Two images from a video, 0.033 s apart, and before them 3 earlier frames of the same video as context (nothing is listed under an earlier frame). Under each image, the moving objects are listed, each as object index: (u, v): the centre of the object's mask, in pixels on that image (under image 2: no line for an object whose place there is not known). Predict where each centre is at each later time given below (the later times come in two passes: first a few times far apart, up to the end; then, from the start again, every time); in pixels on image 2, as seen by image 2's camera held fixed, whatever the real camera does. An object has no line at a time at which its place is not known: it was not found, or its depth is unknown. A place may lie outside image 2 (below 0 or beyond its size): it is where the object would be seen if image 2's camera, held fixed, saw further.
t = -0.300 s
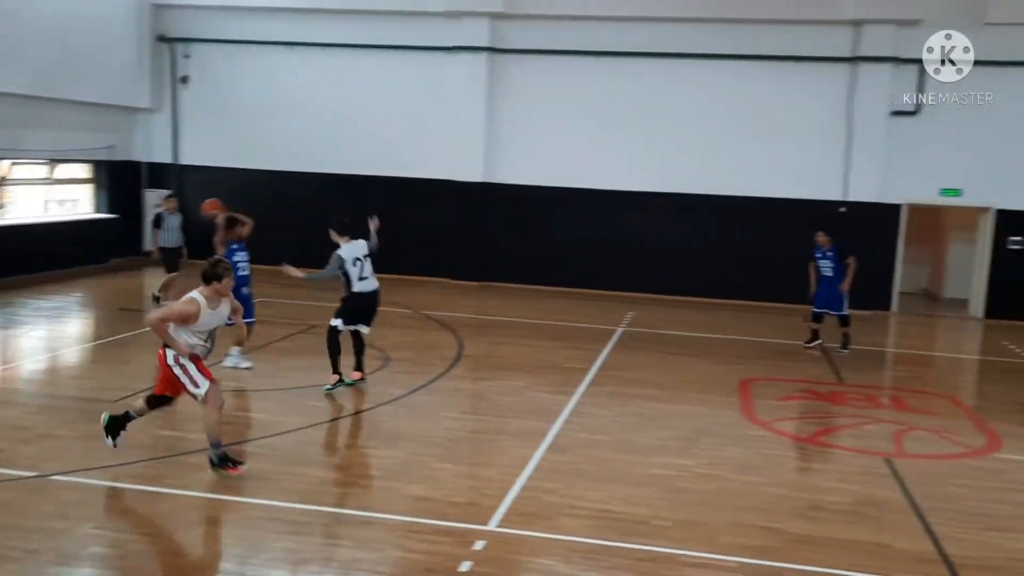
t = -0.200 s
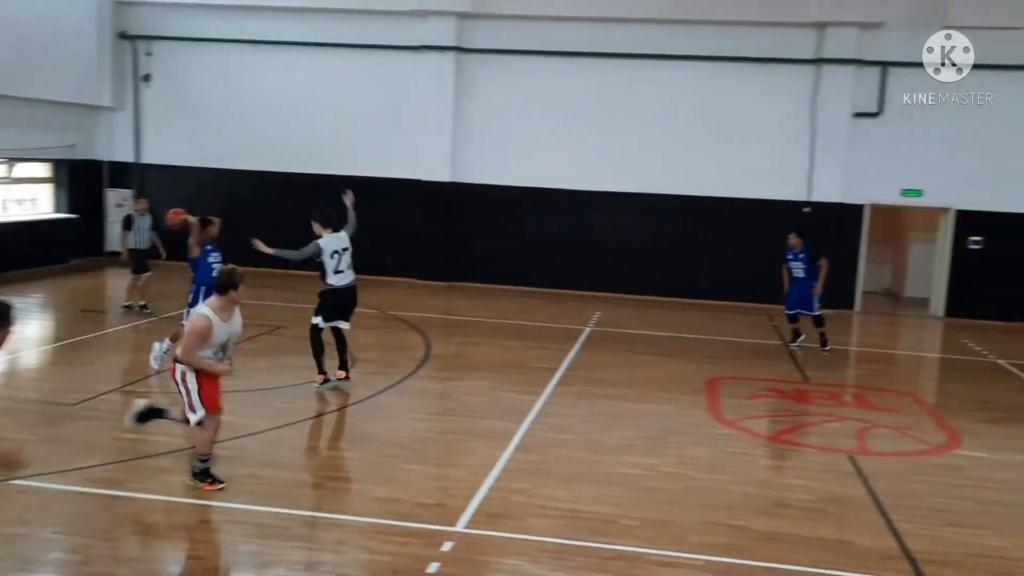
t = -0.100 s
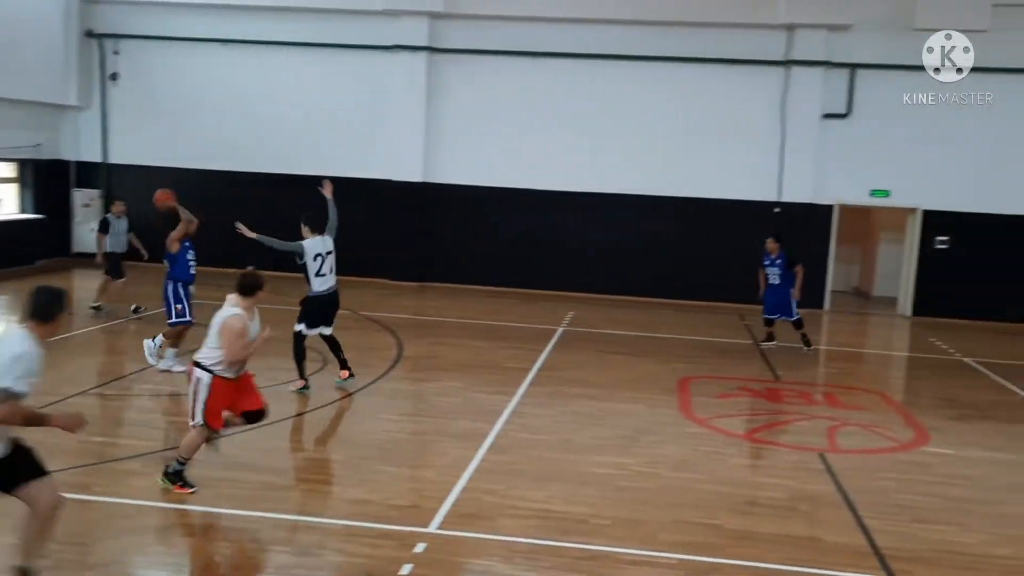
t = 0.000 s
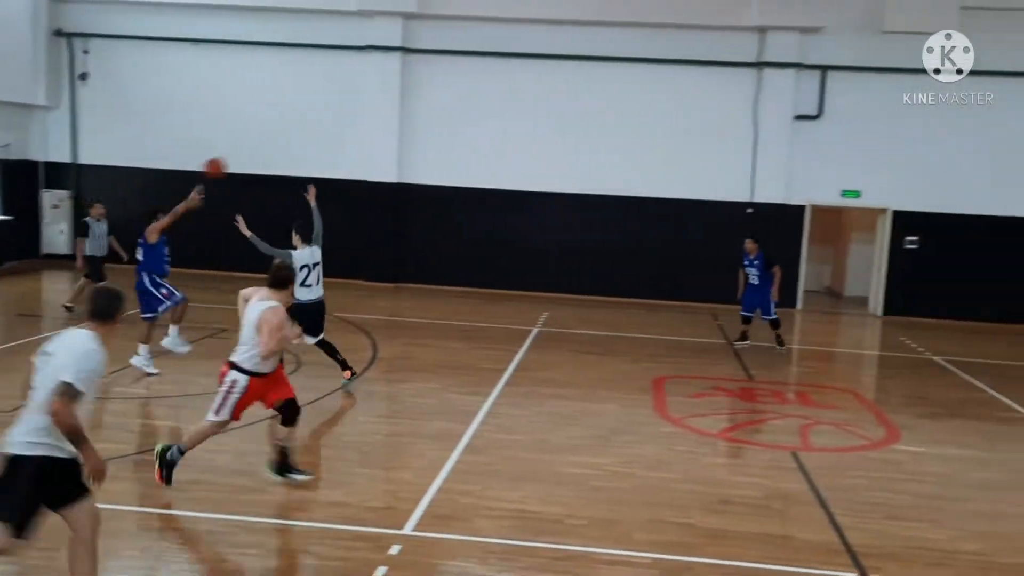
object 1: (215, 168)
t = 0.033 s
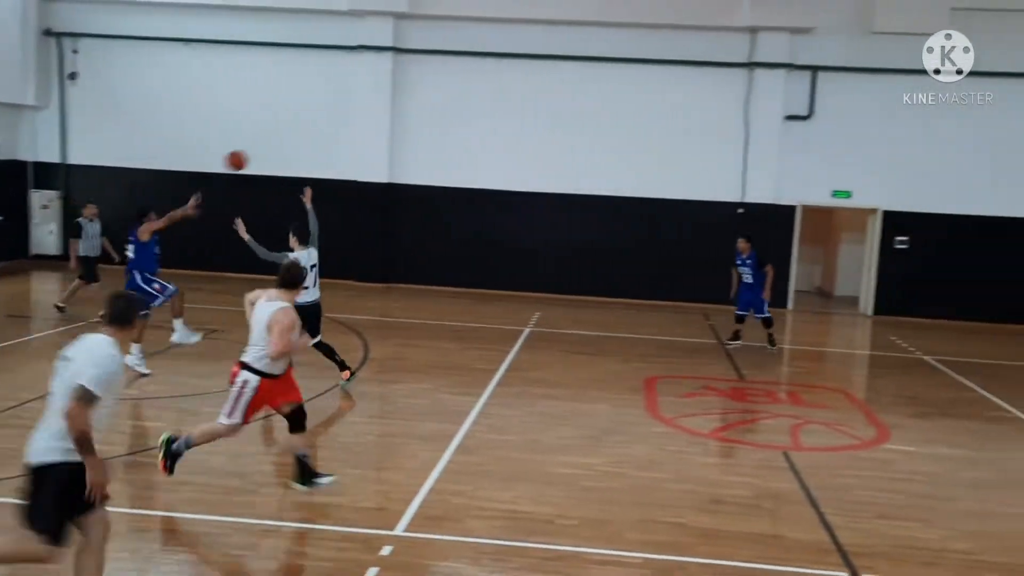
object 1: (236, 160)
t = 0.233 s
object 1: (401, 139)
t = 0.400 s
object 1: (519, 149)
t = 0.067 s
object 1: (266, 154)
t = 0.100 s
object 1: (295, 149)
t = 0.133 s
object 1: (322, 145)
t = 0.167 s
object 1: (349, 142)
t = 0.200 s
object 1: (375, 140)
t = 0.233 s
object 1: (401, 139)
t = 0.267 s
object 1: (426, 140)
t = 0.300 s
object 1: (450, 141)
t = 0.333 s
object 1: (474, 143)
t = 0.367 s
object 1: (496, 145)
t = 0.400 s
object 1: (519, 149)
